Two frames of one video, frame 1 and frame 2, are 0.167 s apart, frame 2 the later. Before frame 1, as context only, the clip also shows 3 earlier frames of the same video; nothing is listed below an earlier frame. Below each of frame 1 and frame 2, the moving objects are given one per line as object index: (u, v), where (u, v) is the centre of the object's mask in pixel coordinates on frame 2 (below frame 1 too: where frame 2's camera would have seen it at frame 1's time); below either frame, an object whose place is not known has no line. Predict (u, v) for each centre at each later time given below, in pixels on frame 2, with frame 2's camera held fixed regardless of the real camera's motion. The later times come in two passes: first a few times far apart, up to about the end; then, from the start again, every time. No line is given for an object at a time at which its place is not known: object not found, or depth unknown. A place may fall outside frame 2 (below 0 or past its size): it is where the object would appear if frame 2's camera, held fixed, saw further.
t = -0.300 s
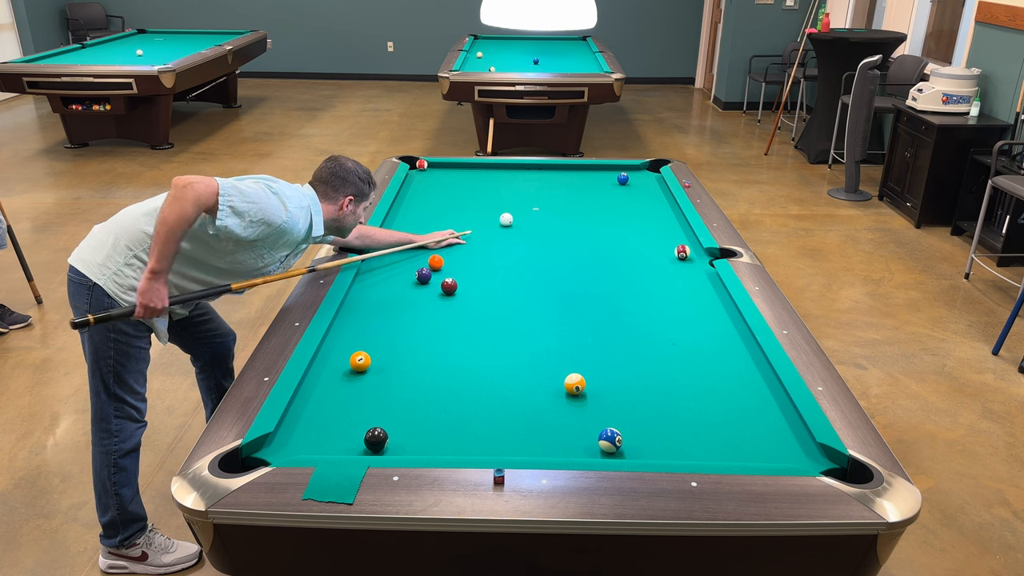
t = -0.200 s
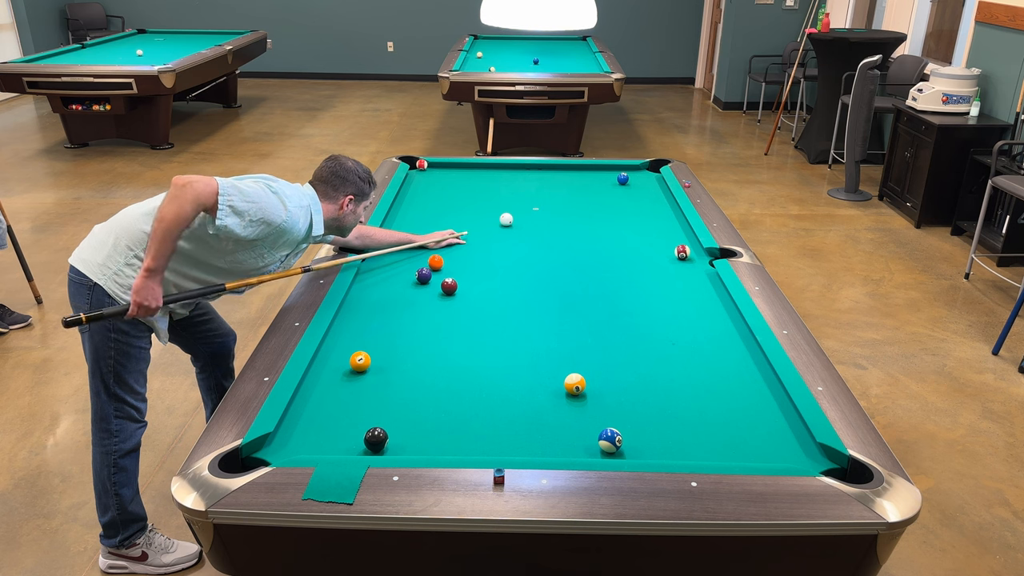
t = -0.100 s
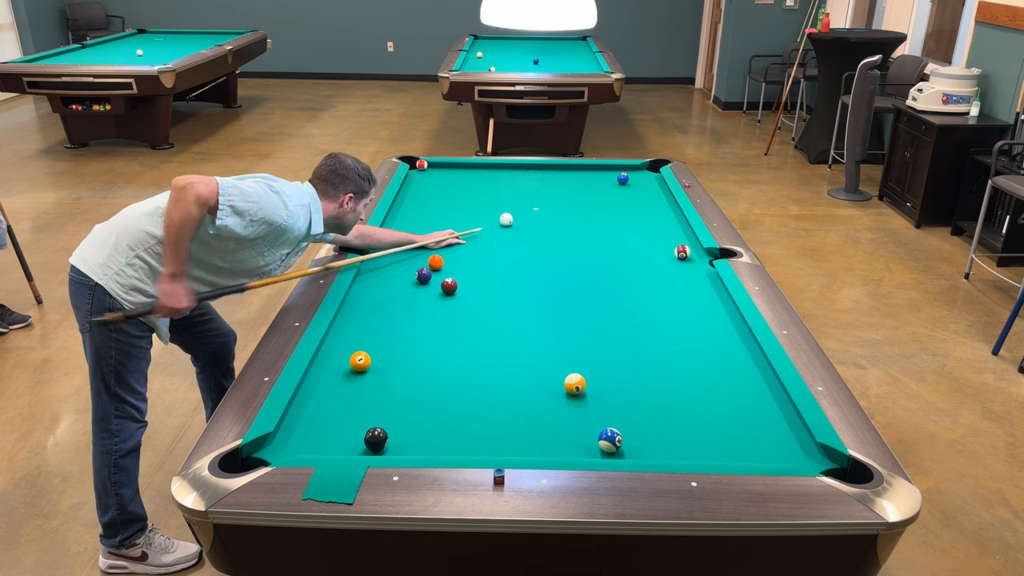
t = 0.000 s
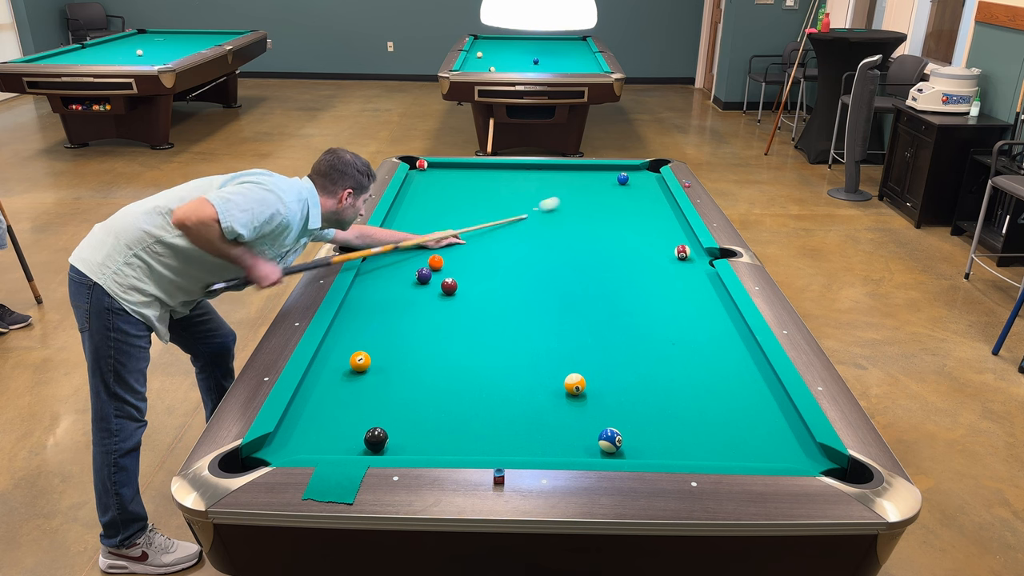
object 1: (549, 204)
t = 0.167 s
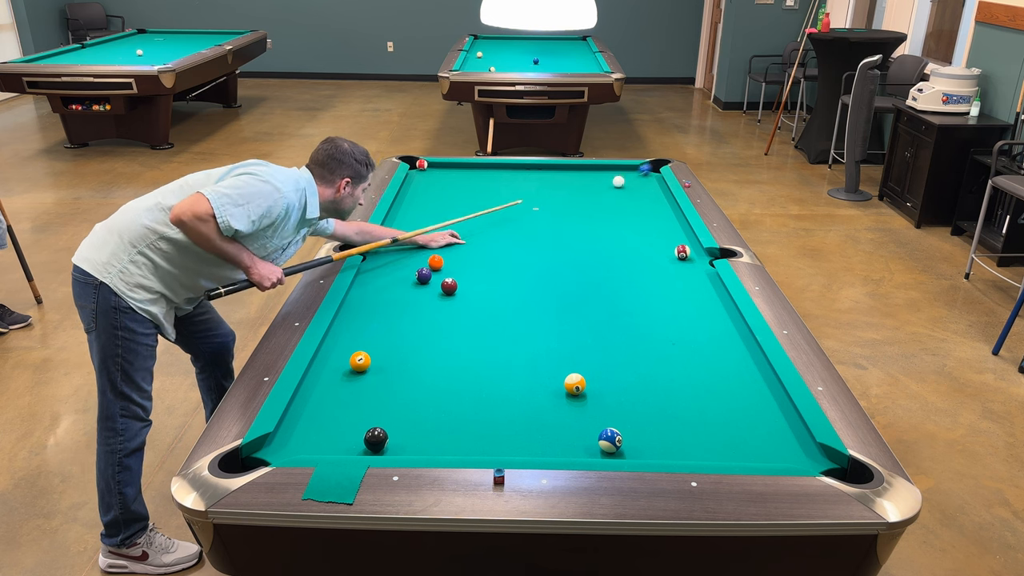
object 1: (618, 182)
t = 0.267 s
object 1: (619, 184)
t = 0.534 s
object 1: (608, 191)
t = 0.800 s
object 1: (597, 199)
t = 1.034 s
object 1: (587, 206)
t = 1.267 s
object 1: (578, 214)
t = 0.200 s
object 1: (619, 182)
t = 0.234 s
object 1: (619, 183)
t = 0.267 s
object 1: (619, 184)
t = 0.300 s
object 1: (618, 184)
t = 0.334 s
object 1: (617, 185)
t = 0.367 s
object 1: (615, 186)
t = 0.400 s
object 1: (614, 187)
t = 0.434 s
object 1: (612, 188)
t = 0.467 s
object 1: (611, 189)
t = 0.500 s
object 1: (610, 190)
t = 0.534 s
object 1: (608, 191)
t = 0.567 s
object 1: (607, 192)
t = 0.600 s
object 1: (606, 193)
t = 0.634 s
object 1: (604, 194)
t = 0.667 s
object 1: (603, 195)
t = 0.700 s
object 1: (601, 196)
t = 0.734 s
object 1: (600, 197)
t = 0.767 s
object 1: (599, 198)
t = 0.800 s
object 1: (597, 199)
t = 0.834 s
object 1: (596, 200)
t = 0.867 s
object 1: (594, 201)
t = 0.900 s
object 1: (593, 202)
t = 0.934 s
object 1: (592, 203)
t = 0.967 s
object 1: (590, 204)
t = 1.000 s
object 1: (589, 205)
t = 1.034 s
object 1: (587, 206)
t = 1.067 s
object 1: (586, 207)
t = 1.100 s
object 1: (585, 209)
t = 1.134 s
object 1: (583, 210)
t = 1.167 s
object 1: (582, 211)
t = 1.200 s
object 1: (580, 211)
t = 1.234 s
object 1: (579, 213)
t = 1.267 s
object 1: (578, 214)
